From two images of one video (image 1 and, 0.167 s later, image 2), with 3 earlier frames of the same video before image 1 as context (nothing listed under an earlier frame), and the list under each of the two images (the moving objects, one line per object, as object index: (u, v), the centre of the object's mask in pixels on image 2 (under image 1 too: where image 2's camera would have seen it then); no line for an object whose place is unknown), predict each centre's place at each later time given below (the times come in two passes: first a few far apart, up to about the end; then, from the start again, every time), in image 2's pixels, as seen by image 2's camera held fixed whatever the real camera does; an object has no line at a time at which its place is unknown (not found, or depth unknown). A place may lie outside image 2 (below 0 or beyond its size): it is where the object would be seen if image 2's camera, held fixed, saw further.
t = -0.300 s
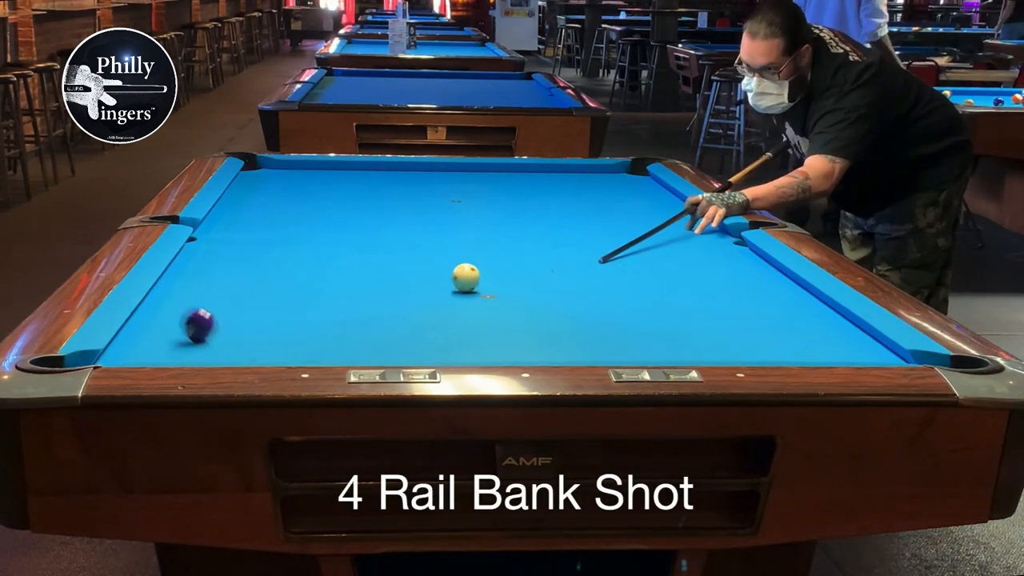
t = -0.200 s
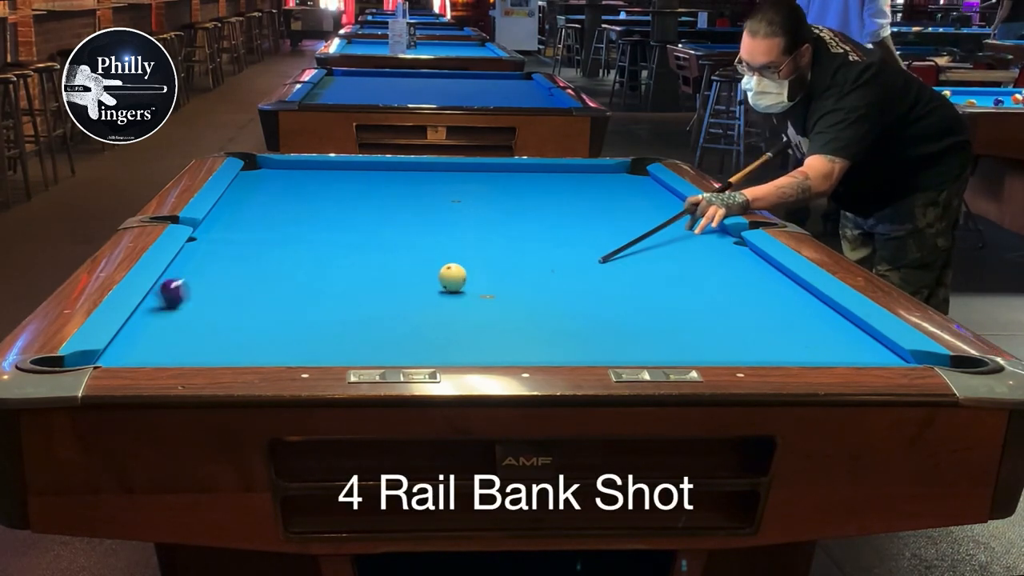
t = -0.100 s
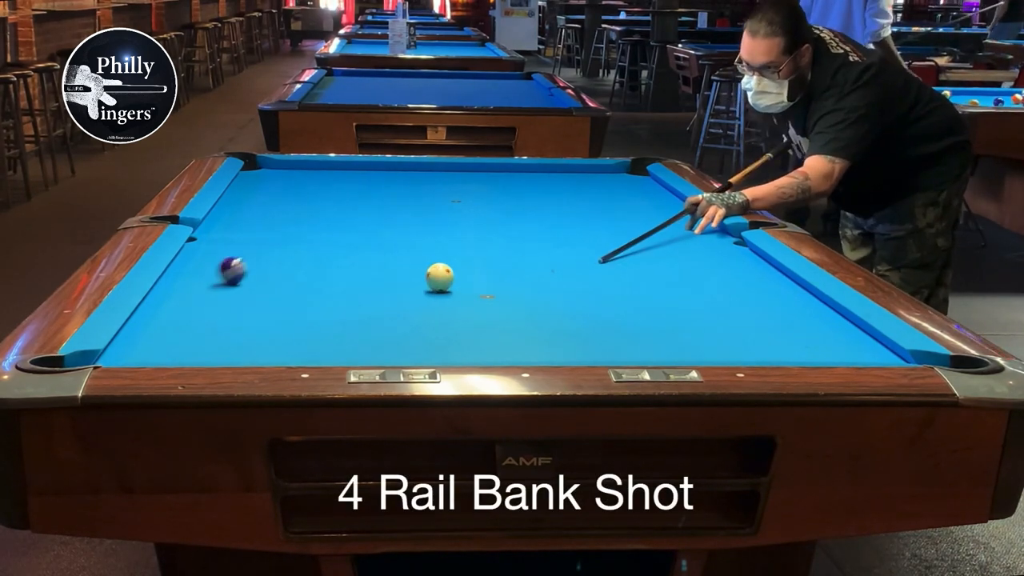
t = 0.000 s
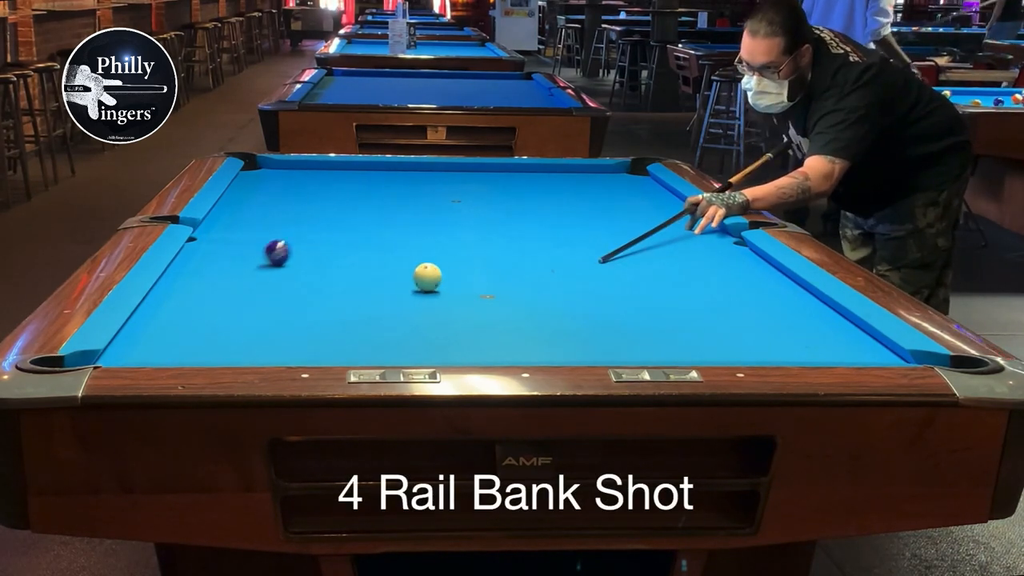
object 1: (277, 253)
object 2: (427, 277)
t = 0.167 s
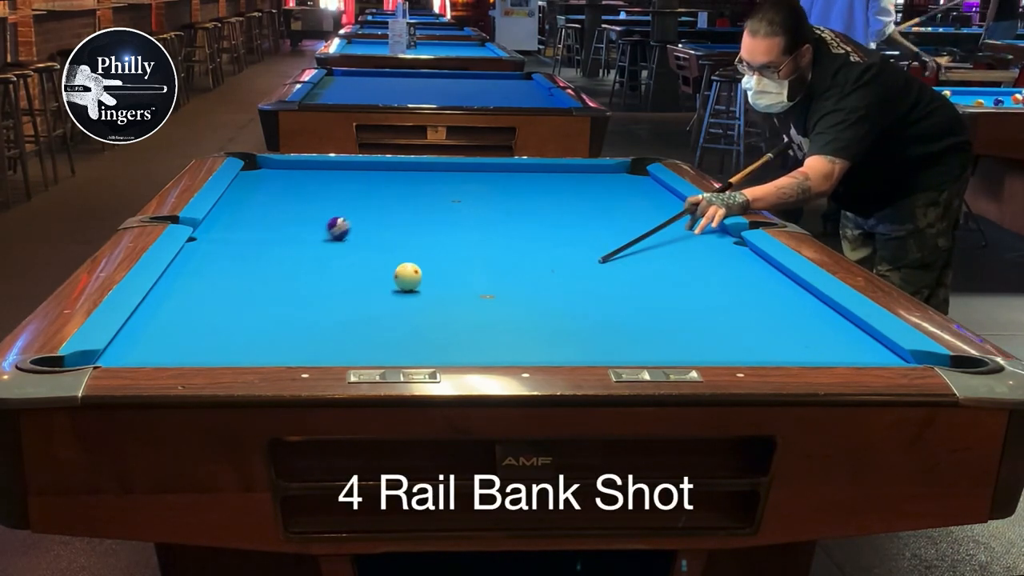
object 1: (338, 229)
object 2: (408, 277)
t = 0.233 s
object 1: (359, 220)
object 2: (400, 277)
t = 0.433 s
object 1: (413, 198)
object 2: (379, 277)
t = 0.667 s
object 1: (464, 178)
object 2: (357, 277)
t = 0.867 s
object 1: (505, 168)
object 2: (340, 277)
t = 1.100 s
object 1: (589, 179)
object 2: (323, 277)
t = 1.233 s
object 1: (638, 184)
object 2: (314, 277)
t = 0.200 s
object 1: (349, 224)
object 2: (404, 277)
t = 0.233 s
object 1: (359, 220)
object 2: (400, 277)
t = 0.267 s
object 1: (368, 216)
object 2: (397, 277)
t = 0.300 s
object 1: (378, 212)
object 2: (393, 277)
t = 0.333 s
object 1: (388, 209)
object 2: (389, 276)
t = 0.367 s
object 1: (396, 205)
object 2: (386, 277)
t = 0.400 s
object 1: (404, 201)
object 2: (383, 276)
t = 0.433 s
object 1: (413, 198)
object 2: (379, 277)
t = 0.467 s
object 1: (421, 195)
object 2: (376, 277)
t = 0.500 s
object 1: (429, 192)
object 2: (372, 277)
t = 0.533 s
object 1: (436, 189)
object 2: (369, 277)
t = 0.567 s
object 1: (443, 186)
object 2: (366, 277)
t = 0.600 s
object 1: (450, 184)
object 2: (363, 277)
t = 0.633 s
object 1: (457, 180)
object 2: (360, 277)
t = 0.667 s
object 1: (464, 178)
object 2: (357, 277)
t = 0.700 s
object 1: (470, 175)
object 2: (354, 277)
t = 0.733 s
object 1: (476, 173)
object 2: (351, 277)
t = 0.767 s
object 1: (482, 170)
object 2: (348, 277)
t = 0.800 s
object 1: (487, 168)
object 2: (346, 277)
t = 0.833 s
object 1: (494, 166)
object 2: (343, 277)
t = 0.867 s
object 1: (505, 168)
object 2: (340, 277)
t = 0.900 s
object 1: (518, 169)
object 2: (337, 277)
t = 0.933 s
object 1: (529, 171)
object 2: (335, 277)
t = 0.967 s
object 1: (540, 172)
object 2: (332, 277)
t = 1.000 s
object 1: (554, 175)
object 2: (330, 277)
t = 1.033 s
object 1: (565, 176)
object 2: (328, 277)
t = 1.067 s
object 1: (577, 176)
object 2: (325, 277)
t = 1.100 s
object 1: (589, 179)
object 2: (323, 277)
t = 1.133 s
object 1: (601, 180)
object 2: (320, 277)
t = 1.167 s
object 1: (613, 180)
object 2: (318, 277)
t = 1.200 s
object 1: (626, 182)
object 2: (316, 277)
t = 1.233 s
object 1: (638, 184)
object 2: (314, 277)
